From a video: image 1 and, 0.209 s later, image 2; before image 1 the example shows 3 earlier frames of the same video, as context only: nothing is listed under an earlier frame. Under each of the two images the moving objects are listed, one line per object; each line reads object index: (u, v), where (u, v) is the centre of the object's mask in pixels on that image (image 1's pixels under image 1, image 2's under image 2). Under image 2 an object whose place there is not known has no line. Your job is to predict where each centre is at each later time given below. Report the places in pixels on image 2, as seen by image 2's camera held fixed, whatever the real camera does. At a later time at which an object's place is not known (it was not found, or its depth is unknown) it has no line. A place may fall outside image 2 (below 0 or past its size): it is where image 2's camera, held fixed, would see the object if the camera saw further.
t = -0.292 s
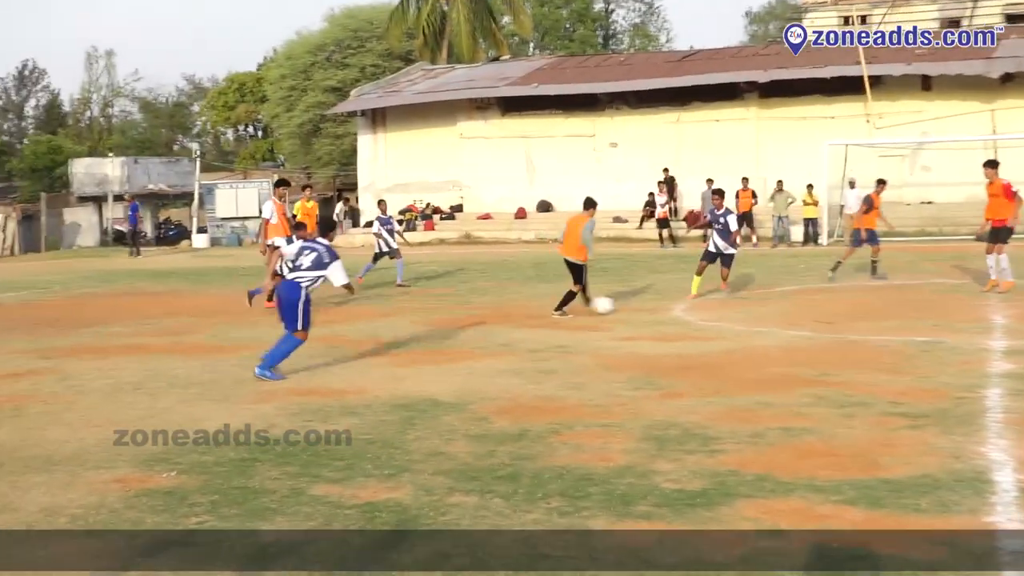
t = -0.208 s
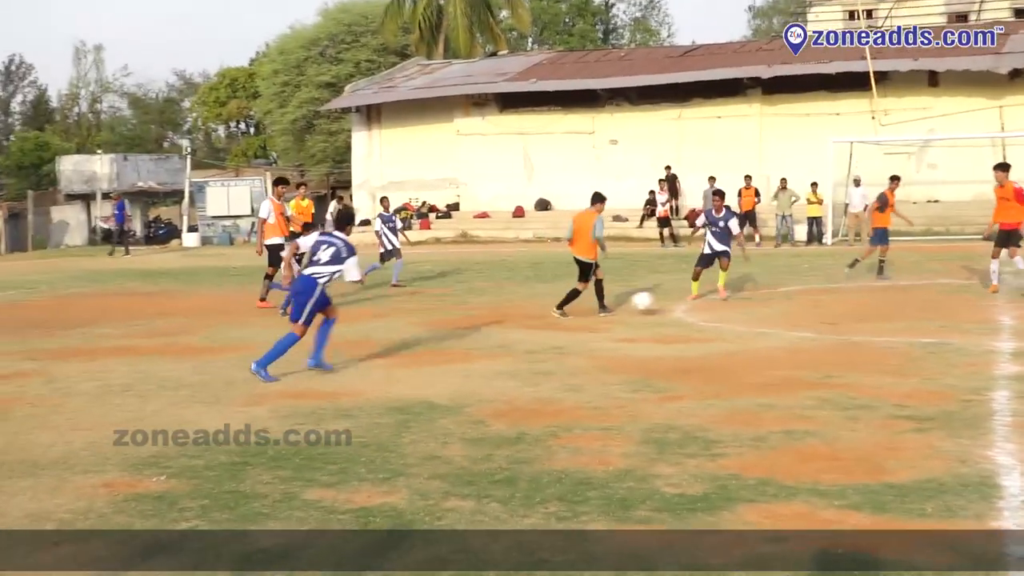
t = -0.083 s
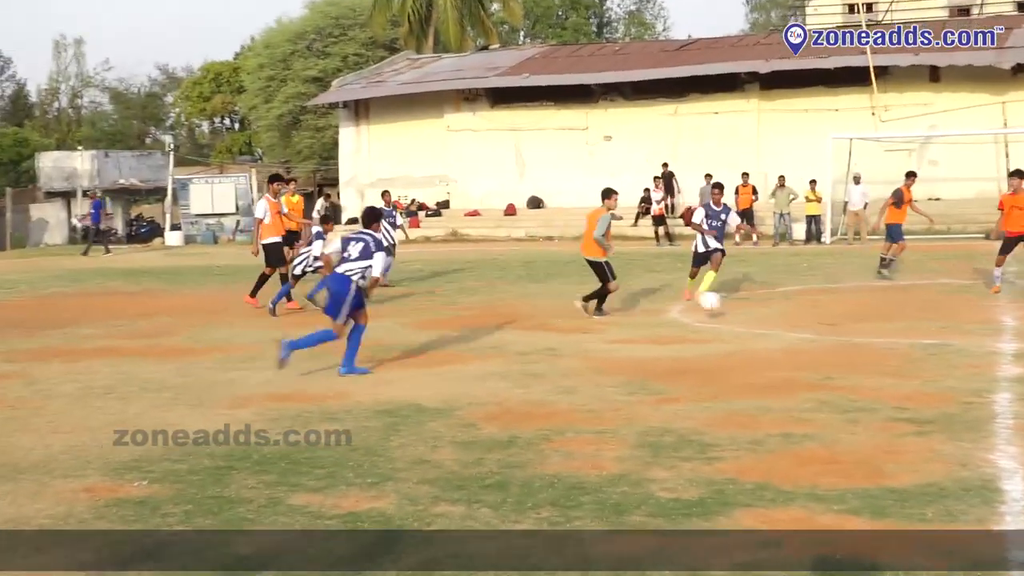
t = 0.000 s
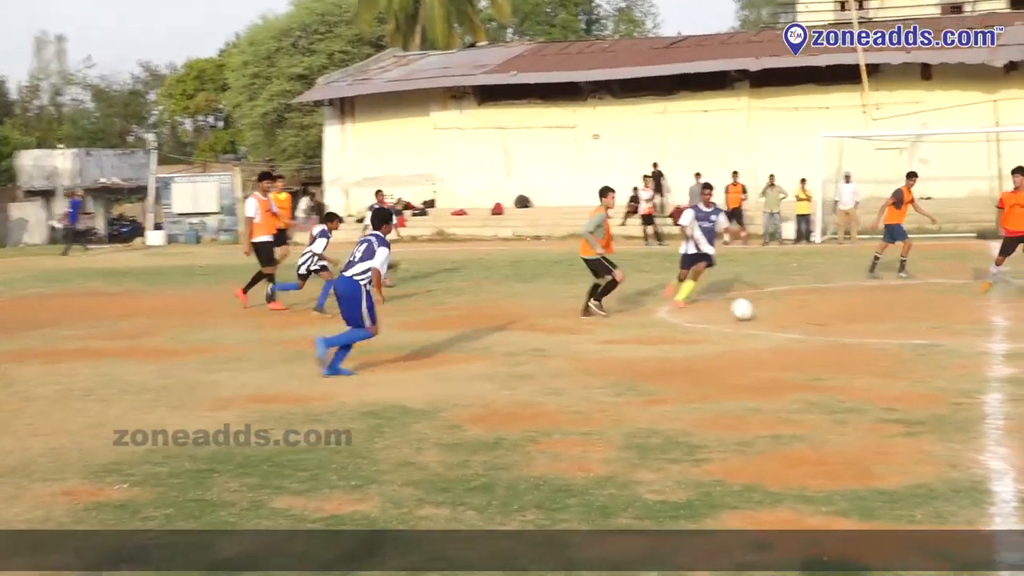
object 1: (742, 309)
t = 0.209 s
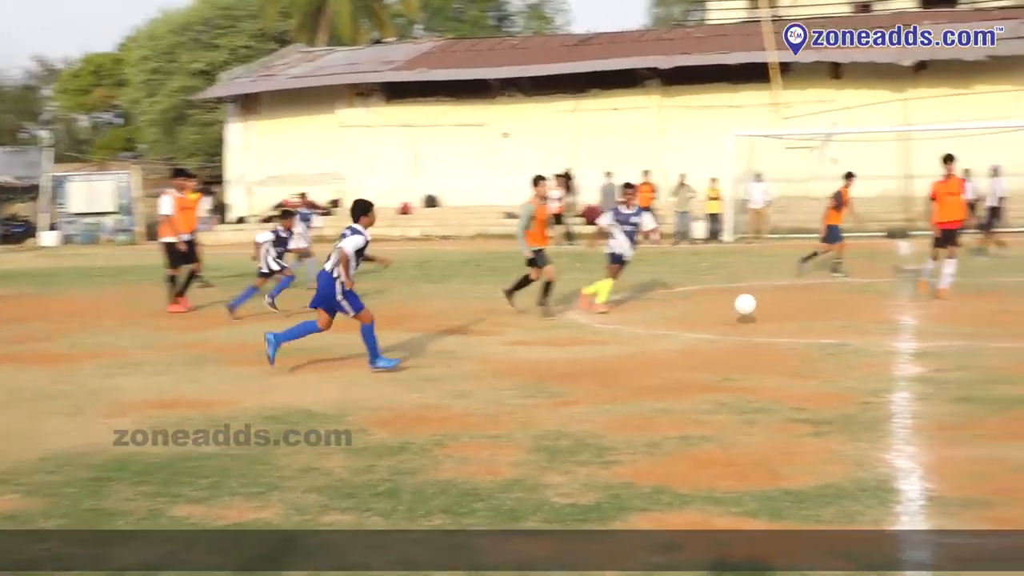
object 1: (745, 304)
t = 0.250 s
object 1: (760, 306)
